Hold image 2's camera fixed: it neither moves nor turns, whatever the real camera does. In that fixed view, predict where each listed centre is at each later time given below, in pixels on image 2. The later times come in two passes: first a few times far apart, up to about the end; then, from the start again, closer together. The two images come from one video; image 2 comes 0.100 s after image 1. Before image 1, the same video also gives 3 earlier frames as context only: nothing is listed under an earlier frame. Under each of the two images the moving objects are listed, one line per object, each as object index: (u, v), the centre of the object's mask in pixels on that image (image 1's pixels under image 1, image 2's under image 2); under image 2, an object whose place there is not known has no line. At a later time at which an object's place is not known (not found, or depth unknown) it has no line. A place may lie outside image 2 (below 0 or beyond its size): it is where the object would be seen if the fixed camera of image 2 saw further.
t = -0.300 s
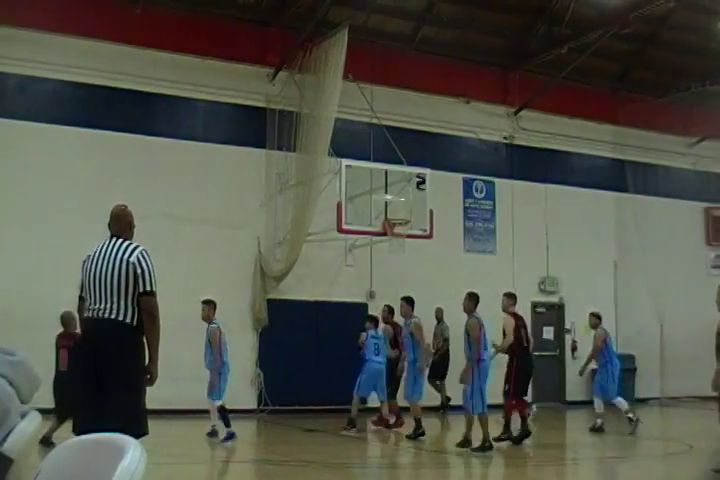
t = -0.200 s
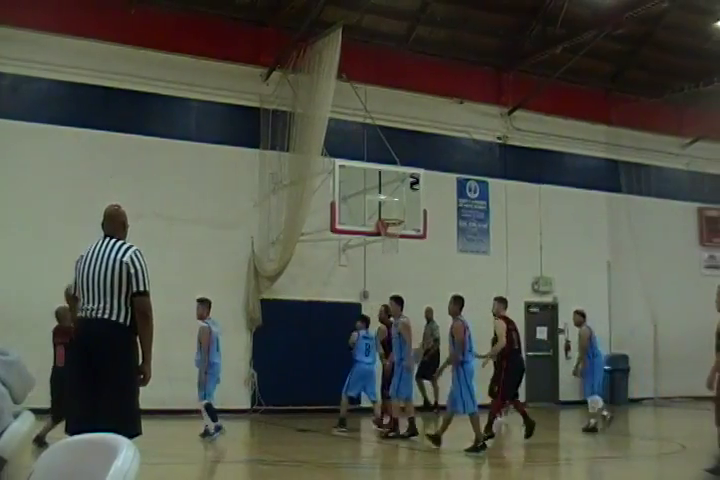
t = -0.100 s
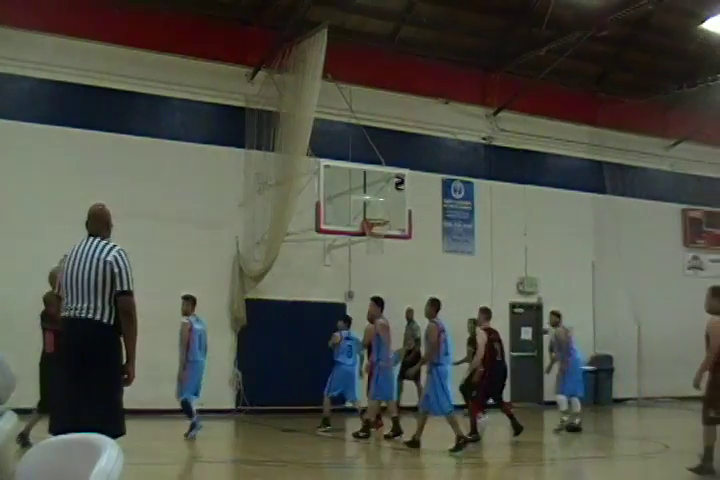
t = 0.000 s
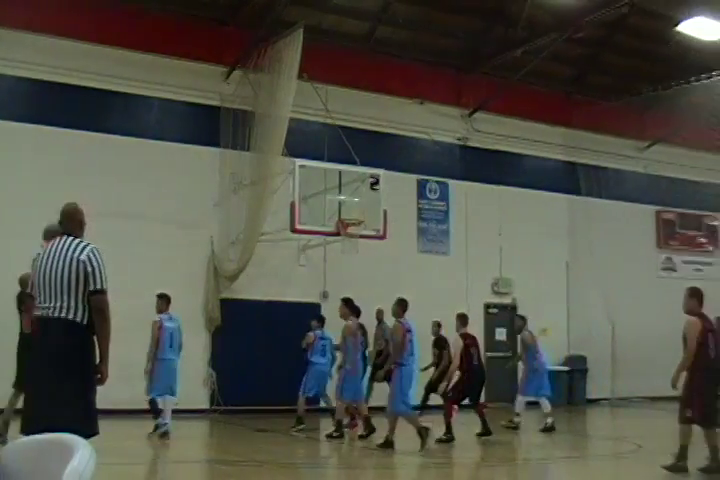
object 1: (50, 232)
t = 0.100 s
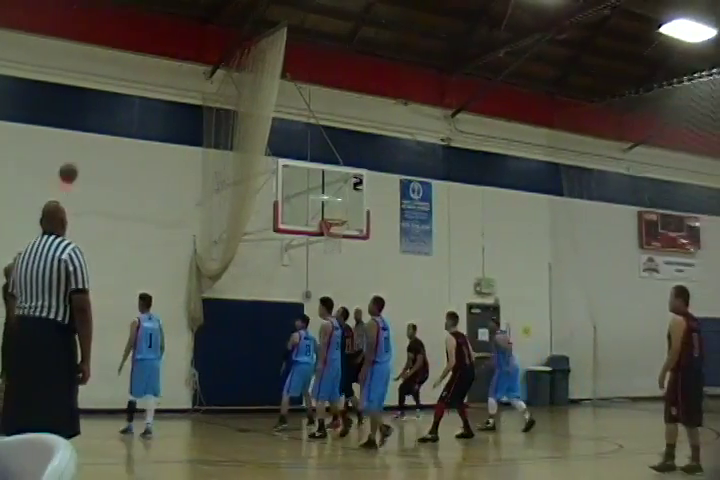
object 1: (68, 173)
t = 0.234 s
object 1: (107, 118)
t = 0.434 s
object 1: (162, 61)
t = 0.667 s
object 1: (213, 45)
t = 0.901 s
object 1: (256, 66)
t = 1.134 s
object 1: (293, 119)
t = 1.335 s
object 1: (322, 191)
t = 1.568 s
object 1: (331, 197)
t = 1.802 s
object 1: (333, 202)
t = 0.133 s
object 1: (78, 156)
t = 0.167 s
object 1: (89, 140)
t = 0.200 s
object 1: (99, 126)
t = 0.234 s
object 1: (107, 118)
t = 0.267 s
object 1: (116, 106)
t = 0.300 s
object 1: (128, 95)
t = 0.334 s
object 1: (136, 84)
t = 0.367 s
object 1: (145, 76)
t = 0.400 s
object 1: (154, 69)
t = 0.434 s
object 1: (162, 61)
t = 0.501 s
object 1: (178, 51)
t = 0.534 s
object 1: (185, 49)
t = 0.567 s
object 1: (192, 47)
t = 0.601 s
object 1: (199, 45)
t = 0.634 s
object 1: (207, 44)
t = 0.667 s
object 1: (213, 45)
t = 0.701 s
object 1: (220, 45)
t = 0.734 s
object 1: (226, 47)
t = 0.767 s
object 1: (232, 50)
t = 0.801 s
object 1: (239, 52)
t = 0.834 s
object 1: (244, 56)
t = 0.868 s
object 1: (248, 61)
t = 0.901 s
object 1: (256, 66)
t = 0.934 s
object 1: (262, 73)
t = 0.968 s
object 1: (267, 79)
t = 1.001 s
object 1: (272, 86)
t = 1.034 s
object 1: (278, 94)
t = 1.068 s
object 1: (283, 103)
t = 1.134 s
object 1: (293, 119)
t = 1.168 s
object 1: (296, 128)
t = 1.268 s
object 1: (312, 166)
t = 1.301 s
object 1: (317, 178)
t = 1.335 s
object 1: (322, 191)
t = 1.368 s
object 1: (326, 204)
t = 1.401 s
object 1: (330, 215)
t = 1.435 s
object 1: (330, 210)
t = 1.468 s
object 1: (330, 205)
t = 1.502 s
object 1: (331, 202)
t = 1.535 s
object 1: (331, 199)
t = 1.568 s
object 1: (331, 197)
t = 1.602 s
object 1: (331, 196)
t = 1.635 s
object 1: (332, 195)
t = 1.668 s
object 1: (332, 194)
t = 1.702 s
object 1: (333, 194)
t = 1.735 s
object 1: (333, 196)
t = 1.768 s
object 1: (333, 198)
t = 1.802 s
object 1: (333, 202)
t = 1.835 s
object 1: (334, 205)
